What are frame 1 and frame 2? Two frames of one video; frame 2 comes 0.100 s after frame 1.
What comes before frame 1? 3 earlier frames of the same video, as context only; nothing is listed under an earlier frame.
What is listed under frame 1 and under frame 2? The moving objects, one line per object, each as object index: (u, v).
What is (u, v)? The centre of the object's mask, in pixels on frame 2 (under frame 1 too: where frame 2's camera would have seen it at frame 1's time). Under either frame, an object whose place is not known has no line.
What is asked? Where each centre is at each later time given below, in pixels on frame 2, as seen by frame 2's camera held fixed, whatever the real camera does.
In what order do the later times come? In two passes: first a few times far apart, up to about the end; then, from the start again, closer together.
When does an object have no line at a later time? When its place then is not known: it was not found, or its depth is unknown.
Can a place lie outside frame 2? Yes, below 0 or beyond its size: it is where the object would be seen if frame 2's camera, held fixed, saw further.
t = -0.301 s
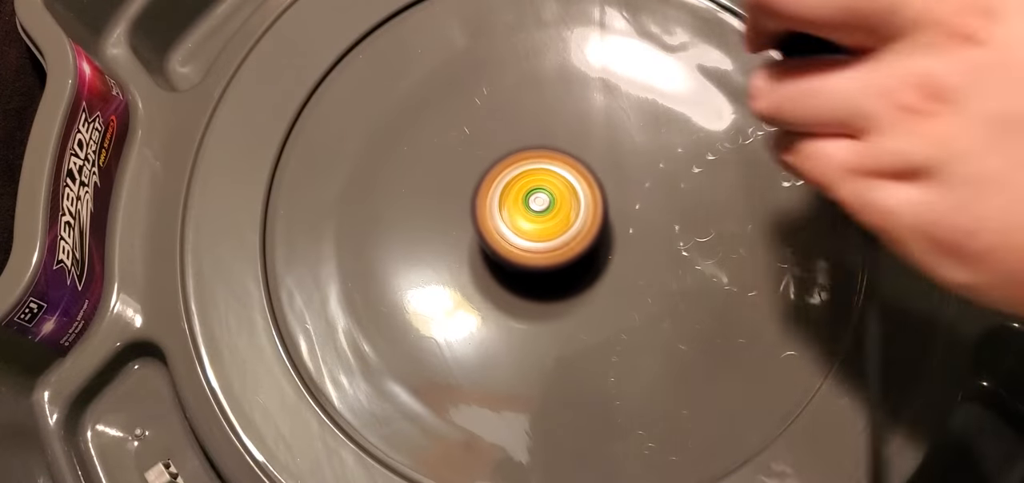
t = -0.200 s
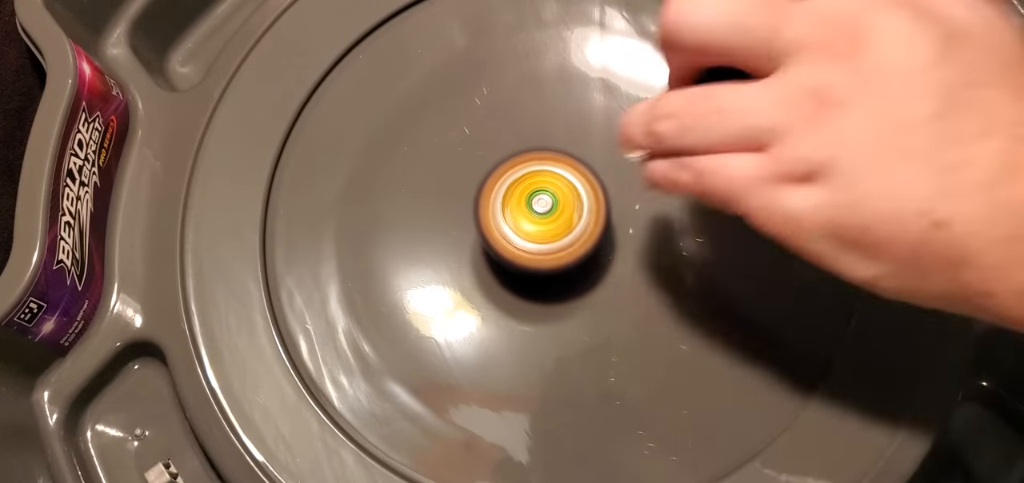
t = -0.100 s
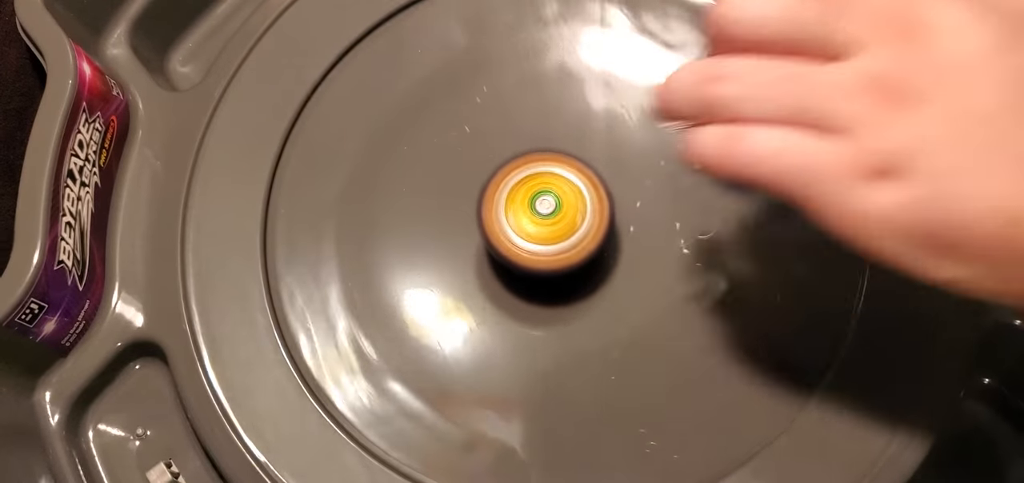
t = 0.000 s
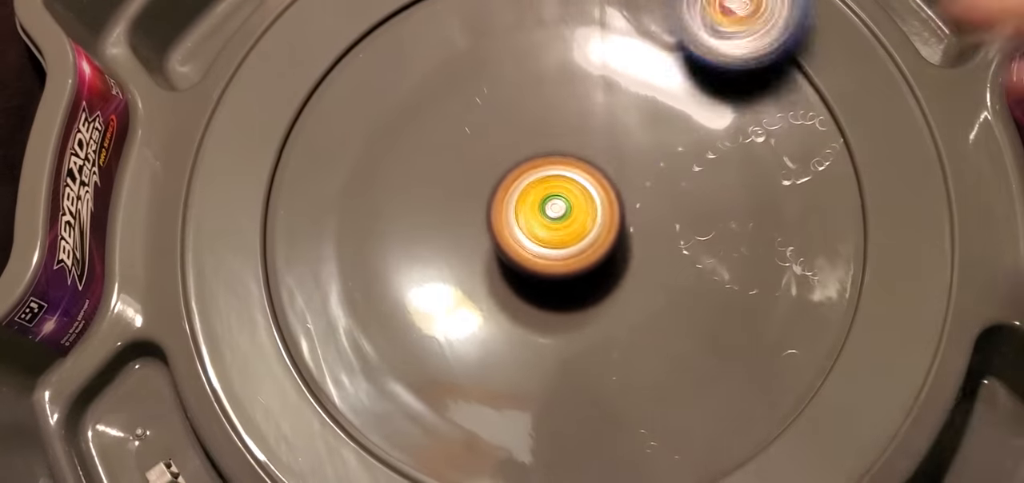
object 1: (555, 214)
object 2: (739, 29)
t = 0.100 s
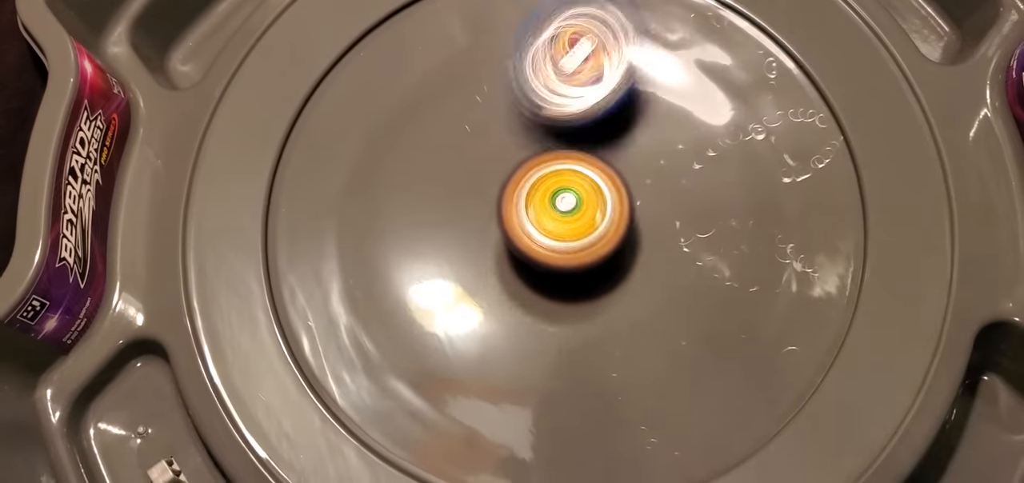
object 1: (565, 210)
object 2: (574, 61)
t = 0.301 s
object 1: (662, 396)
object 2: (521, 289)
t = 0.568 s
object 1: (624, 422)
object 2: (426, 142)
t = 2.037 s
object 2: (432, 28)
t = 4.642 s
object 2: (523, 167)
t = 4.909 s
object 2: (554, 146)
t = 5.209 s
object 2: (545, 149)
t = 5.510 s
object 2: (534, 135)
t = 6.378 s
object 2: (596, 196)
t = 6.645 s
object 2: (549, 125)
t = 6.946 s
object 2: (519, 113)
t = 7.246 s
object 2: (586, 49)
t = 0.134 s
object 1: (571, 234)
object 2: (526, 91)
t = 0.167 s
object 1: (580, 273)
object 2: (487, 129)
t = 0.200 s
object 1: (587, 301)
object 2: (472, 180)
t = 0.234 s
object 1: (600, 328)
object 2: (478, 230)
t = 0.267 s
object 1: (635, 366)
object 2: (487, 267)
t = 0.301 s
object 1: (662, 396)
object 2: (521, 289)
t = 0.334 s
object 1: (680, 417)
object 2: (568, 289)
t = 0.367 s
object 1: (689, 428)
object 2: (612, 263)
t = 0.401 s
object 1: (687, 434)
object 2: (636, 216)
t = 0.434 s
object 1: (673, 434)
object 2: (628, 165)
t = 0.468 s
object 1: (659, 433)
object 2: (590, 124)
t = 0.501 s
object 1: (646, 431)
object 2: (533, 102)
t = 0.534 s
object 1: (635, 426)
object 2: (476, 107)
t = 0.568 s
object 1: (624, 422)
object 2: (426, 142)
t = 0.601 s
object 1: (612, 416)
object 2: (395, 200)
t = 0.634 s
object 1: (599, 406)
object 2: (404, 267)
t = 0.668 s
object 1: (589, 393)
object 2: (445, 322)
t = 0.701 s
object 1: (653, 414)
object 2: (444, 321)
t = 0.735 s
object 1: (720, 425)
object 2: (444, 315)
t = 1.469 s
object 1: (626, 198)
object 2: (398, 143)
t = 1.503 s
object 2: (361, 145)
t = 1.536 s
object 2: (322, 158)
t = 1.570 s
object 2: (299, 175)
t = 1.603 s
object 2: (290, 201)
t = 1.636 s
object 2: (298, 226)
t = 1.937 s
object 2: (523, 75)
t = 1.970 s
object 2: (502, 46)
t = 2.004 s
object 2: (466, 35)
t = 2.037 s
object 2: (432, 28)
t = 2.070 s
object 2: (408, 31)
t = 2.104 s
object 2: (387, 40)
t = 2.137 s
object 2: (378, 54)
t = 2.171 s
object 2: (383, 87)
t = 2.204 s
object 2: (401, 127)
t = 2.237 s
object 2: (432, 156)
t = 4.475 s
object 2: (497, 187)
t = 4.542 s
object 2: (507, 181)
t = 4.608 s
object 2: (518, 170)
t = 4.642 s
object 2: (523, 167)
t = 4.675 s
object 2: (526, 165)
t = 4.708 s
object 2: (532, 160)
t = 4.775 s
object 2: (542, 152)
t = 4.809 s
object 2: (545, 148)
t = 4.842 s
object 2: (547, 146)
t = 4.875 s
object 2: (552, 146)
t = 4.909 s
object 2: (554, 146)
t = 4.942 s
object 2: (558, 144)
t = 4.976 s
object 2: (557, 138)
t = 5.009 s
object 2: (556, 132)
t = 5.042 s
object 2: (553, 131)
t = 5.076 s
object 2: (549, 129)
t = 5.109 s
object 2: (547, 133)
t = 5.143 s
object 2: (544, 136)
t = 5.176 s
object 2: (545, 142)
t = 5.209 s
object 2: (545, 149)
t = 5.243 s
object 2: (546, 156)
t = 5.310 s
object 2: (549, 148)
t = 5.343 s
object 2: (548, 140)
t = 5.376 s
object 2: (544, 137)
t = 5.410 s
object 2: (543, 132)
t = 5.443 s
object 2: (539, 131)
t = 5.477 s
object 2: (536, 131)
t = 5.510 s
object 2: (534, 135)
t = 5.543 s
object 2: (532, 141)
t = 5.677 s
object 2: (546, 168)
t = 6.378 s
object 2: (596, 196)
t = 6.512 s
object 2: (572, 178)
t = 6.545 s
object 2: (570, 170)
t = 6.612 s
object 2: (559, 138)
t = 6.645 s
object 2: (549, 125)
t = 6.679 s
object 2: (539, 115)
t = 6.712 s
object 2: (531, 111)
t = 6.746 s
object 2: (520, 111)
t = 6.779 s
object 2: (511, 112)
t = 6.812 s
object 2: (505, 116)
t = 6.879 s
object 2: (495, 130)
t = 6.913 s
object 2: (509, 125)
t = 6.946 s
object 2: (519, 113)
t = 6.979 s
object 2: (531, 96)
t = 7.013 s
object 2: (543, 79)
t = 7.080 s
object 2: (558, 55)
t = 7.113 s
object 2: (566, 50)
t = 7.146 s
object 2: (574, 45)
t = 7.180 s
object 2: (575, 44)
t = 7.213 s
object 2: (582, 45)
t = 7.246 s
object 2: (586, 49)
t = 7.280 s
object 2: (591, 55)
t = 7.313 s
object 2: (599, 63)
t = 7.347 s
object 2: (599, 72)
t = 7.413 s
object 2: (606, 106)
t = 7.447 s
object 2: (615, 127)
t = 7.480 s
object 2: (618, 141)
